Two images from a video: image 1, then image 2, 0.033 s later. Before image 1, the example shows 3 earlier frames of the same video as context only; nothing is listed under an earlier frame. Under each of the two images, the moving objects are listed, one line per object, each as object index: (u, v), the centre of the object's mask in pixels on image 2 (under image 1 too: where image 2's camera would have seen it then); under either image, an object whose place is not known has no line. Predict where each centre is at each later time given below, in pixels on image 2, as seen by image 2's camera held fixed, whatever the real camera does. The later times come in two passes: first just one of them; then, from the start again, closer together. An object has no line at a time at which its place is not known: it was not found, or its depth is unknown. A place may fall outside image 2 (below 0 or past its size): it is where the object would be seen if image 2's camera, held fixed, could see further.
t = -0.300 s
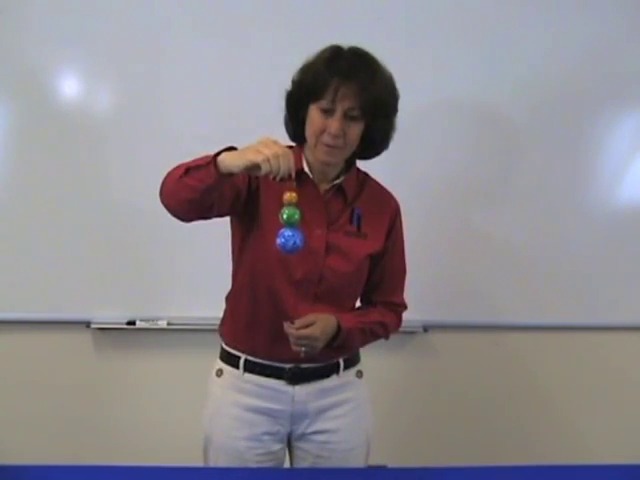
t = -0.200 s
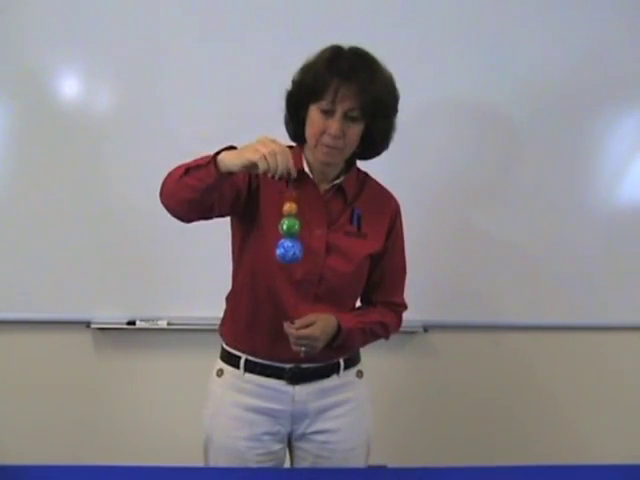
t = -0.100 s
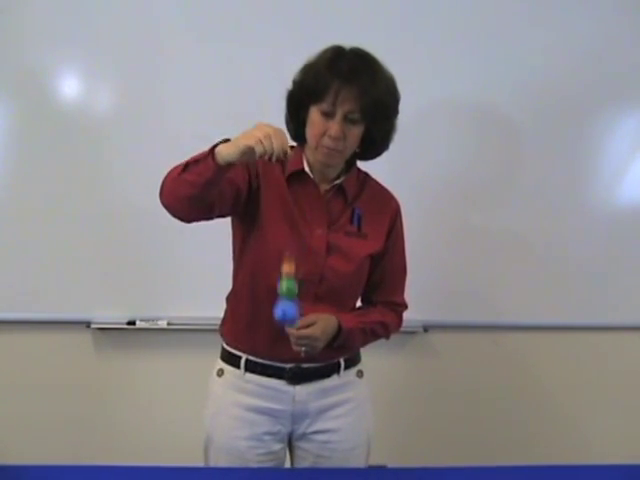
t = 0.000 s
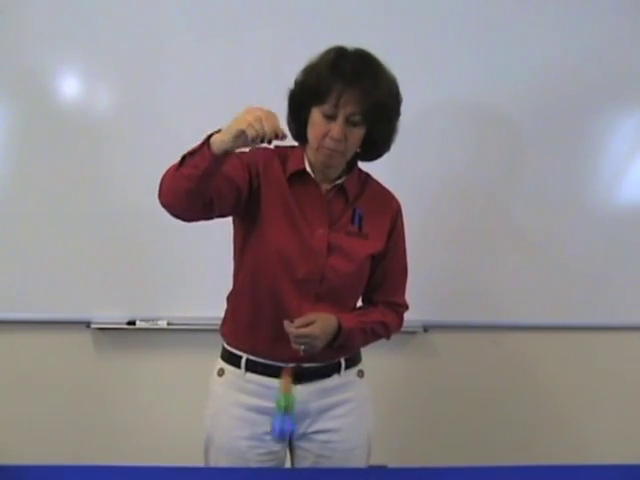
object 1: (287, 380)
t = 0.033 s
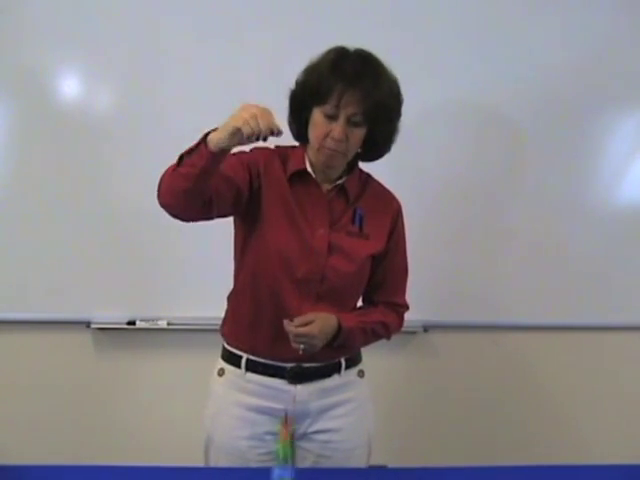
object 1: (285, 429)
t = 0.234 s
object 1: (291, 445)
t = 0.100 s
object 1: (286, 461)
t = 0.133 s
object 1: (289, 450)
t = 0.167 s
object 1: (289, 442)
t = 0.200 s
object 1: (290, 441)
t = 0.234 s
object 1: (291, 445)
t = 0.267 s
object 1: (292, 456)
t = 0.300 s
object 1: (294, 472)
